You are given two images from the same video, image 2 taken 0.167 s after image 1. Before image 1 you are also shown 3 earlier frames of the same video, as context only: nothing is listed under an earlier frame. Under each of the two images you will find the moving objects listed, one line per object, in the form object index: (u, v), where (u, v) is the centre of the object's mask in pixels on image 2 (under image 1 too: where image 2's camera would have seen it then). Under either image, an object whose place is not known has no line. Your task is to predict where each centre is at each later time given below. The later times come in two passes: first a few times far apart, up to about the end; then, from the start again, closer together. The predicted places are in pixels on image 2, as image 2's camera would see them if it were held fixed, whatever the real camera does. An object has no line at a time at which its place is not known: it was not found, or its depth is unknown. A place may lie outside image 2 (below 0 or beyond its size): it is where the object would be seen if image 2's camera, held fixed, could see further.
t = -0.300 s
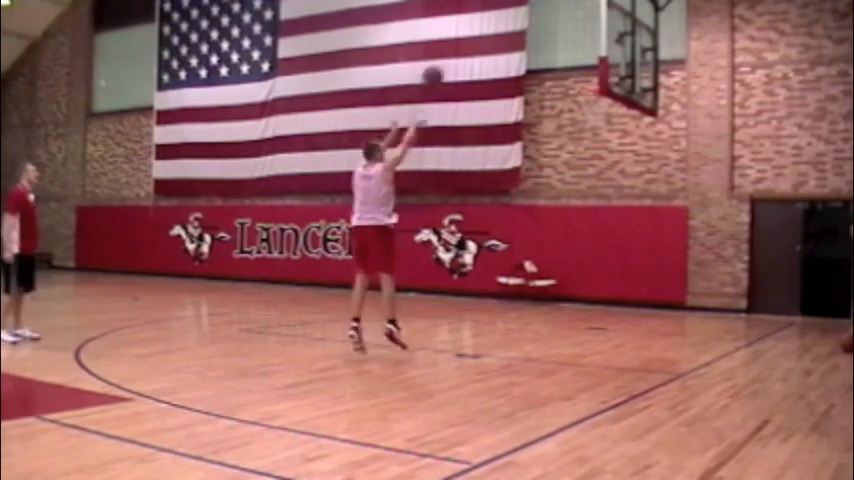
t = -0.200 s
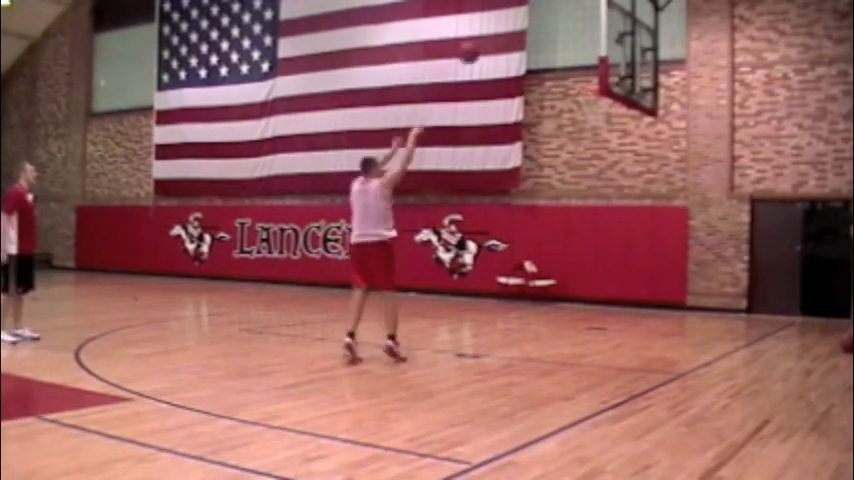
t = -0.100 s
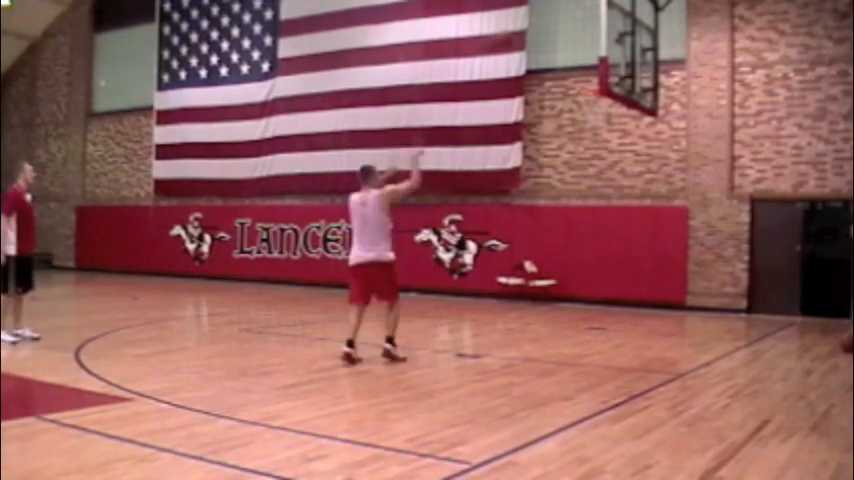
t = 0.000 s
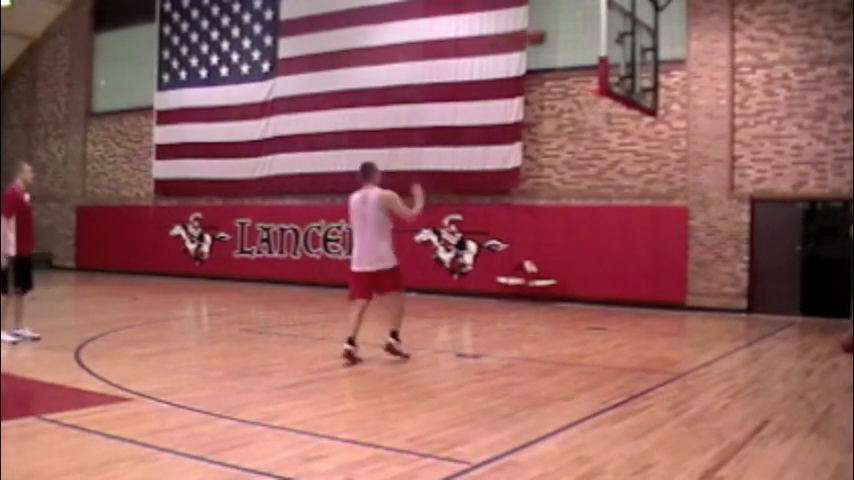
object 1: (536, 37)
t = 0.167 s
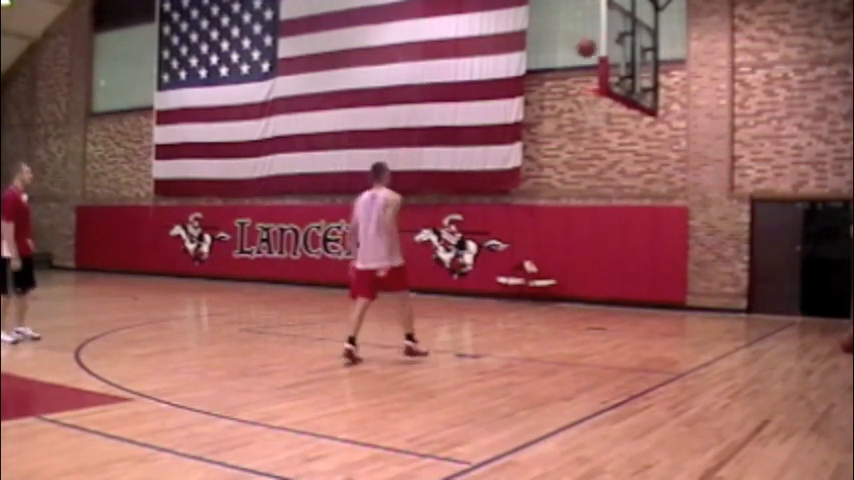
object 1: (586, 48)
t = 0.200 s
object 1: (593, 53)
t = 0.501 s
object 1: (595, 114)
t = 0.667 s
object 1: (580, 130)
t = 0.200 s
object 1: (593, 53)
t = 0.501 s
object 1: (595, 114)
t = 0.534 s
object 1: (591, 115)
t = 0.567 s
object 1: (589, 117)
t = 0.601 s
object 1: (586, 119)
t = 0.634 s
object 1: (583, 123)
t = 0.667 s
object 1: (580, 130)
